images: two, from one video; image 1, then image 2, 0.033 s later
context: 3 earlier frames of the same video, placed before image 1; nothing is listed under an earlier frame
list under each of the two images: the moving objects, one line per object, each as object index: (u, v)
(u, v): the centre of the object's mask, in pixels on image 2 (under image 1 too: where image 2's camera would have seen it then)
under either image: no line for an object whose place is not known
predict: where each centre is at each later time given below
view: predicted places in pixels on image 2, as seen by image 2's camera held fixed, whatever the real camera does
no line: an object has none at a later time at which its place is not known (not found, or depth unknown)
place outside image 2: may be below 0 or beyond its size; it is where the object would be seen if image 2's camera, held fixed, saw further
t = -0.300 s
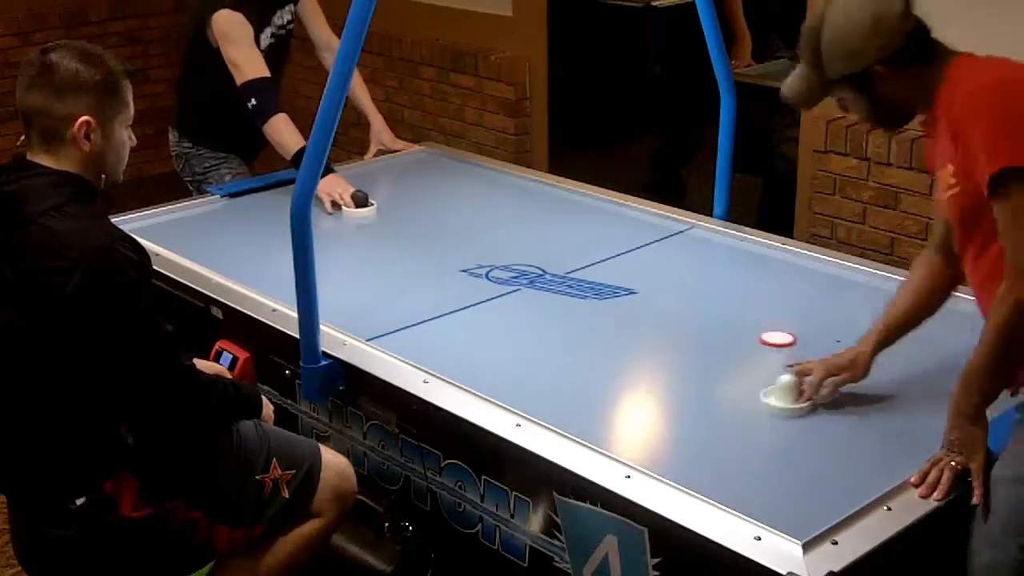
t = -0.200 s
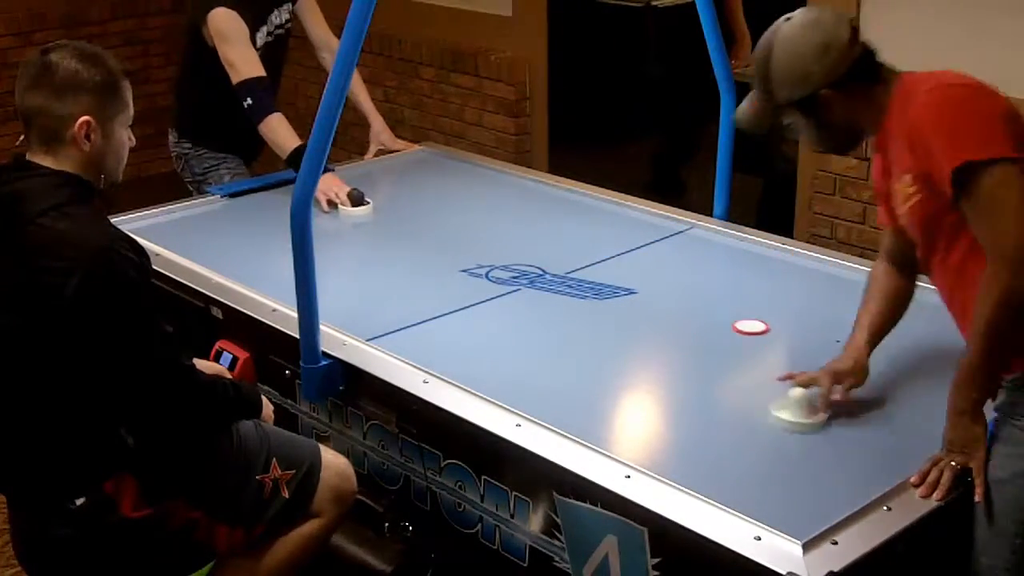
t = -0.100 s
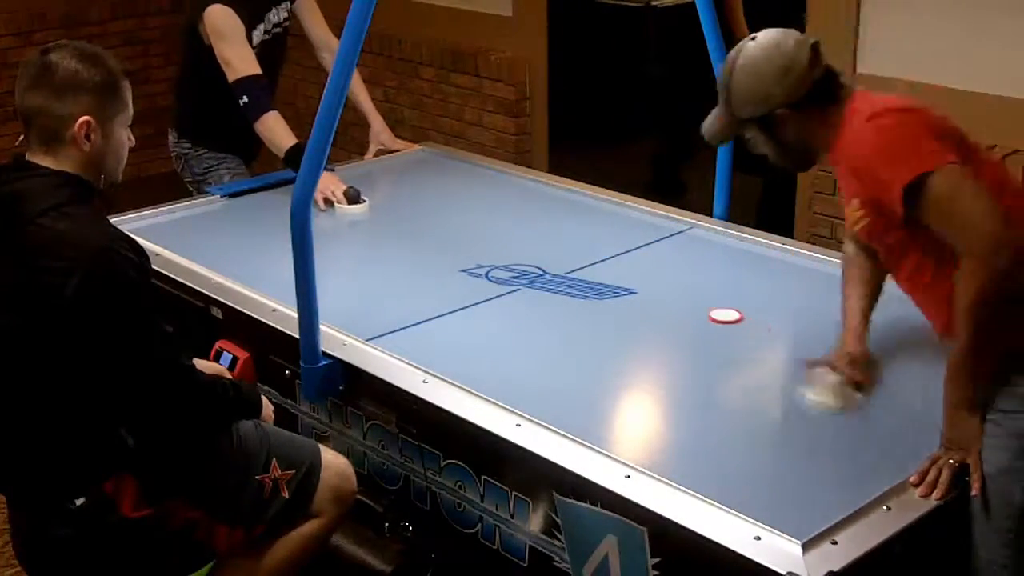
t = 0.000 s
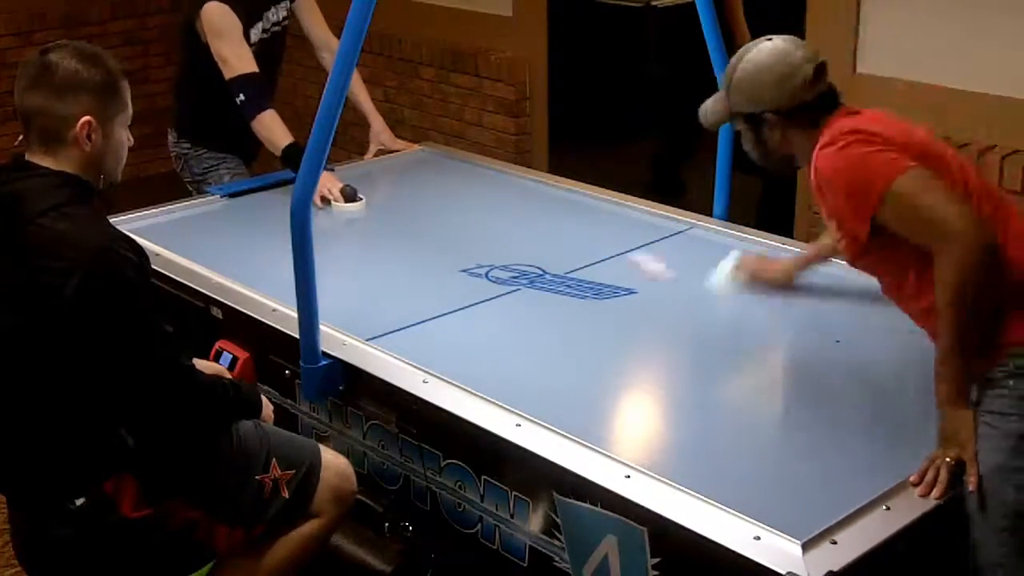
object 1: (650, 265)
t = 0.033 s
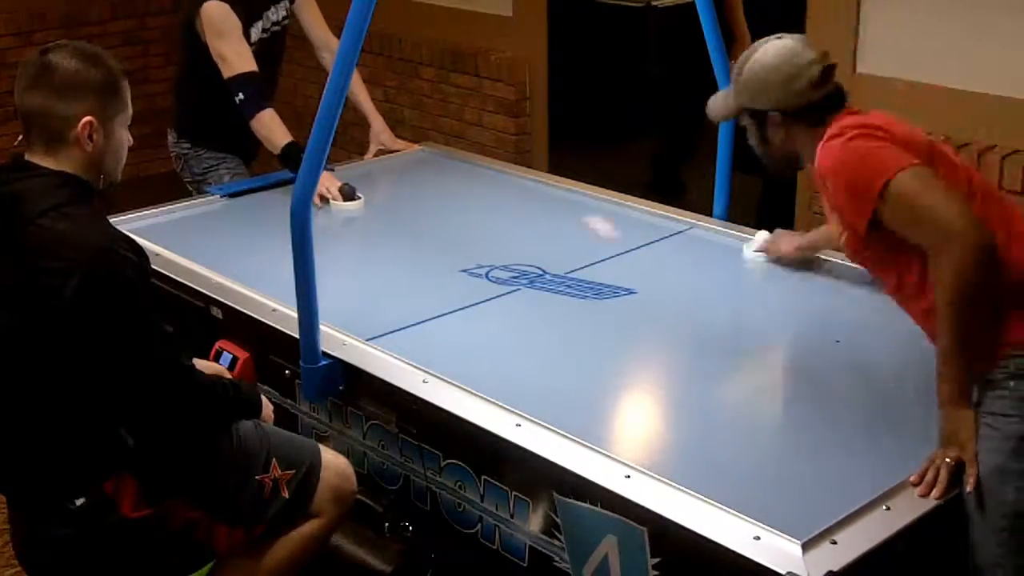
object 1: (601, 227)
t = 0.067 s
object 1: (557, 196)
